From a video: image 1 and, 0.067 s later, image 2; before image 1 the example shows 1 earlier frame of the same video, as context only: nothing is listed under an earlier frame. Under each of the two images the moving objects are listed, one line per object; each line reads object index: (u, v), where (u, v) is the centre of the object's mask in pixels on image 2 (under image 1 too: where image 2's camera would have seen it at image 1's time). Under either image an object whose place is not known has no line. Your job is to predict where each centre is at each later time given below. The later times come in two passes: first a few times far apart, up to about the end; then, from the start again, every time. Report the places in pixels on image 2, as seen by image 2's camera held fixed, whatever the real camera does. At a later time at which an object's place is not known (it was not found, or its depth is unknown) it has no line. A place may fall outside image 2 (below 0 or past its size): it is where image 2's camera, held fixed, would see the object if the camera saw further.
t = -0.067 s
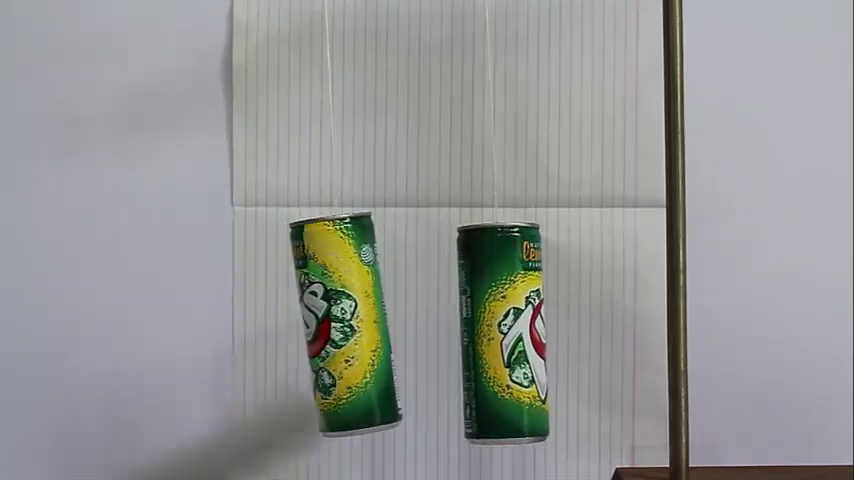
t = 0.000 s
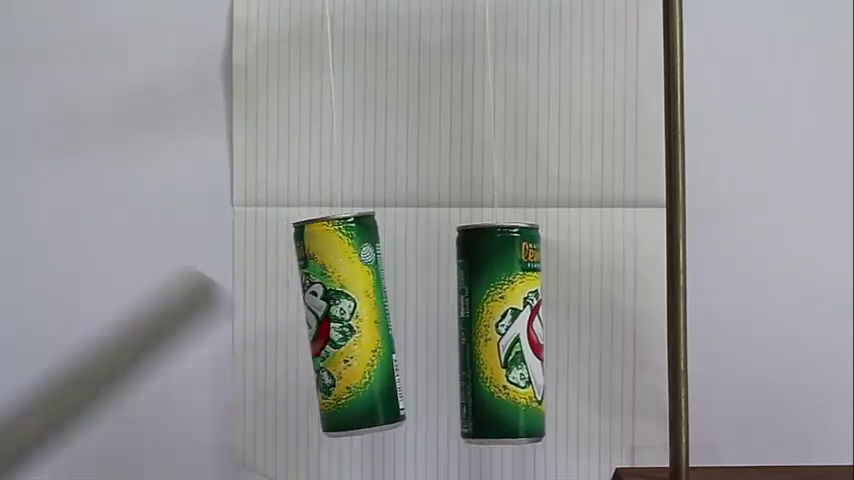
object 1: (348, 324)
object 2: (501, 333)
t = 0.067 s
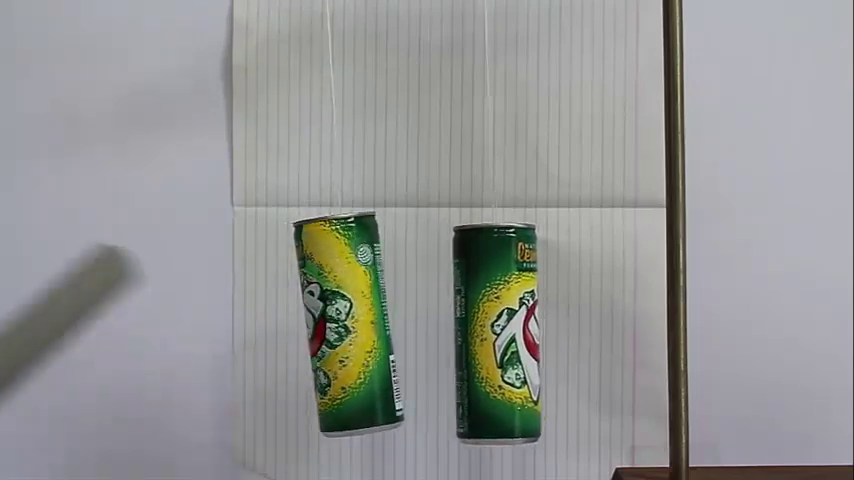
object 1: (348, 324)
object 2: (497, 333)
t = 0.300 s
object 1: (321, 324)
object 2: (475, 333)
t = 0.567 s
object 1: (299, 323)
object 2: (471, 333)
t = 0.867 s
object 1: (328, 323)
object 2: (496, 333)
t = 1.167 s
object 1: (345, 322)
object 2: (496, 333)
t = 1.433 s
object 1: (315, 323)
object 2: (474, 333)
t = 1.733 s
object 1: (300, 323)
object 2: (475, 333)
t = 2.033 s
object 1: (336, 323)
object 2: (499, 332)
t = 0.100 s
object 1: (345, 324)
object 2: (493, 333)
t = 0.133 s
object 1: (344, 324)
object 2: (491, 333)
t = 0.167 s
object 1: (340, 324)
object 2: (487, 333)
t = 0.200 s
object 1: (335, 324)
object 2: (484, 333)
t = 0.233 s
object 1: (332, 324)
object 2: (482, 333)
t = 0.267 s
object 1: (326, 324)
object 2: (478, 333)
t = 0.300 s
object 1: (321, 324)
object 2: (475, 333)
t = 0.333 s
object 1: (318, 325)
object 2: (473, 333)
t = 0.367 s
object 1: (312, 324)
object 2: (471, 333)
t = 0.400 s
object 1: (308, 324)
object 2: (469, 333)
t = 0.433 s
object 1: (306, 324)
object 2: (469, 333)
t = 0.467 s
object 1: (302, 324)
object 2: (468, 333)
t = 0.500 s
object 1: (300, 324)
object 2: (469, 333)
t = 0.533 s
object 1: (299, 324)
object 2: (469, 333)
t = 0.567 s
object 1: (299, 323)
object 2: (471, 333)
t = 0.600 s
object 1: (299, 324)
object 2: (473, 333)
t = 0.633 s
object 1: (300, 324)
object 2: (475, 333)
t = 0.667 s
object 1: (303, 324)
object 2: (478, 333)
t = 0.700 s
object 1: (307, 324)
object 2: (482, 333)
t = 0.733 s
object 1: (309, 324)
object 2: (484, 334)
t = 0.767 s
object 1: (314, 324)
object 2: (488, 334)
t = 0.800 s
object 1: (320, 324)
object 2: (491, 333)
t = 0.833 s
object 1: (322, 323)
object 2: (493, 333)
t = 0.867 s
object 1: (328, 323)
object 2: (496, 333)
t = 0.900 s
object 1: (334, 323)
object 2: (499, 333)
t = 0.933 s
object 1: (336, 323)
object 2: (499, 333)
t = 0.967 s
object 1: (340, 322)
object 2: (501, 332)
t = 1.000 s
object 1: (344, 322)
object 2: (502, 332)
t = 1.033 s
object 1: (345, 322)
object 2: (502, 332)
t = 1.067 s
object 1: (346, 322)
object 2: (501, 332)
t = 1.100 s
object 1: (347, 322)
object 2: (500, 333)
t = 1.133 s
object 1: (347, 322)
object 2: (499, 333)
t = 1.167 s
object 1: (345, 322)
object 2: (496, 333)
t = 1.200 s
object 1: (342, 322)
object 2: (493, 333)
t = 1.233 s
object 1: (341, 322)
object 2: (491, 333)
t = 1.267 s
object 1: (336, 322)
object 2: (488, 333)
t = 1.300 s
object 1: (331, 323)
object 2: (484, 333)
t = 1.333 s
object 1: (328, 323)
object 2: (482, 333)
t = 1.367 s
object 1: (323, 323)
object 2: (479, 333)
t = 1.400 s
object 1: (317, 323)
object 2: (475, 333)
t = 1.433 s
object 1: (315, 323)
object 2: (474, 333)
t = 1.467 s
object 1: (310, 323)
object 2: (472, 333)
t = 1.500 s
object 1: (305, 323)
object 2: (470, 333)
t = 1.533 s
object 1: (304, 323)
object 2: (469, 333)
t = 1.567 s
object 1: (300, 323)
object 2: (469, 333)
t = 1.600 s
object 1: (299, 323)
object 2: (469, 333)
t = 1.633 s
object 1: (298, 323)
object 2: (470, 333)
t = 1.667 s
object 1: (298, 323)
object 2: (471, 333)
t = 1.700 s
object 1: (299, 323)
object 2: (473, 333)
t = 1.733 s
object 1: (300, 323)
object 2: (475, 333)
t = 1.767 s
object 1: (303, 323)
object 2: (478, 333)
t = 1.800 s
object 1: (308, 323)
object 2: (481, 333)
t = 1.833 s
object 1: (310, 324)
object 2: (483, 333)
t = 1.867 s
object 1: (315, 323)
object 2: (487, 333)
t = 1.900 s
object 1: (320, 324)
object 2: (490, 333)
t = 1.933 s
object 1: (323, 324)
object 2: (492, 332)
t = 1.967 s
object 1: (329, 324)
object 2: (495, 333)
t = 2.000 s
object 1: (334, 323)
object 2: (498, 332)
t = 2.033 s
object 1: (336, 323)
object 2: (499, 332)
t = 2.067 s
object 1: (340, 324)
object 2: (500, 332)
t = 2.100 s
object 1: (343, 323)
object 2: (501, 332)
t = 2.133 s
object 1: (344, 323)
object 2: (501, 332)
